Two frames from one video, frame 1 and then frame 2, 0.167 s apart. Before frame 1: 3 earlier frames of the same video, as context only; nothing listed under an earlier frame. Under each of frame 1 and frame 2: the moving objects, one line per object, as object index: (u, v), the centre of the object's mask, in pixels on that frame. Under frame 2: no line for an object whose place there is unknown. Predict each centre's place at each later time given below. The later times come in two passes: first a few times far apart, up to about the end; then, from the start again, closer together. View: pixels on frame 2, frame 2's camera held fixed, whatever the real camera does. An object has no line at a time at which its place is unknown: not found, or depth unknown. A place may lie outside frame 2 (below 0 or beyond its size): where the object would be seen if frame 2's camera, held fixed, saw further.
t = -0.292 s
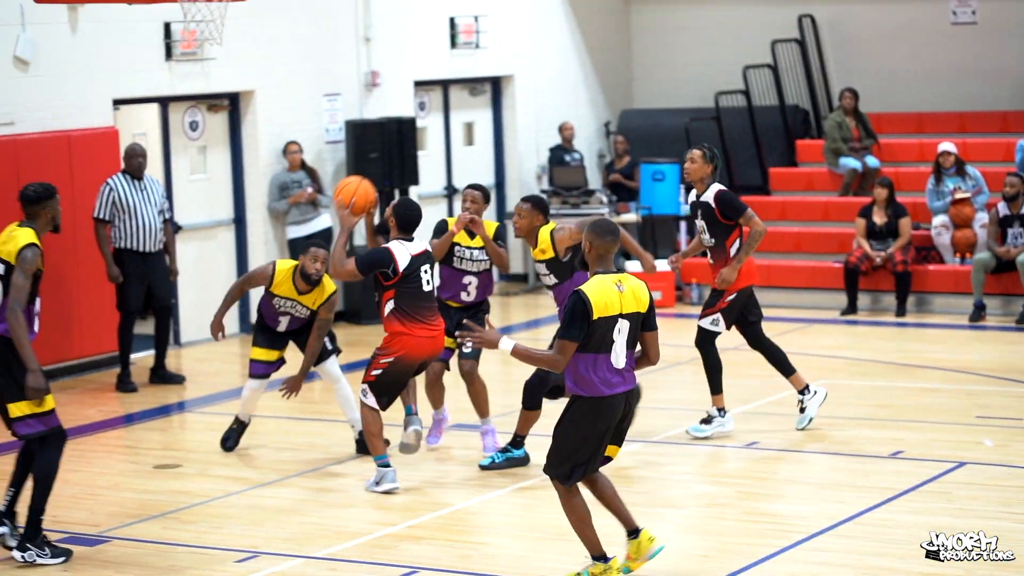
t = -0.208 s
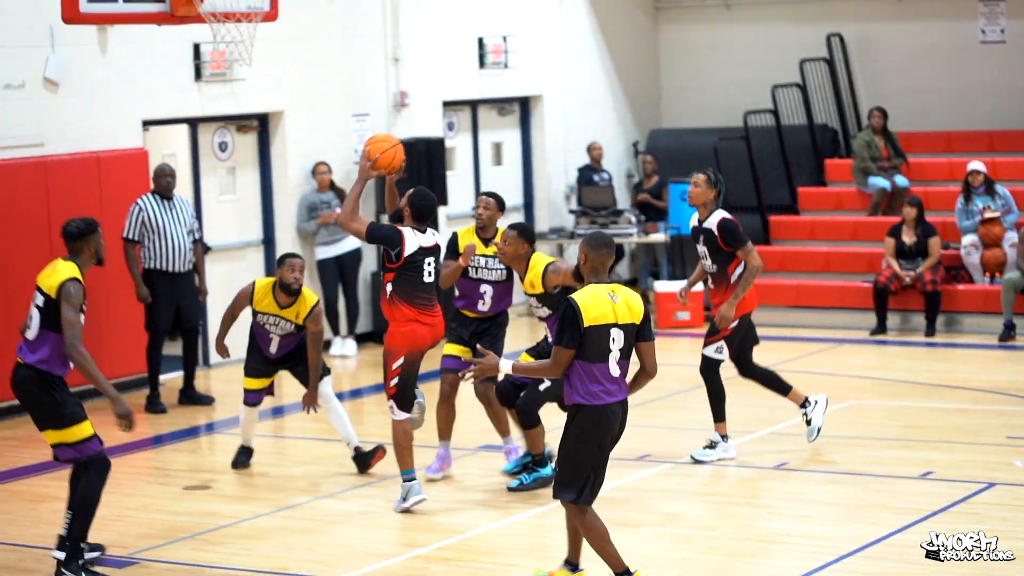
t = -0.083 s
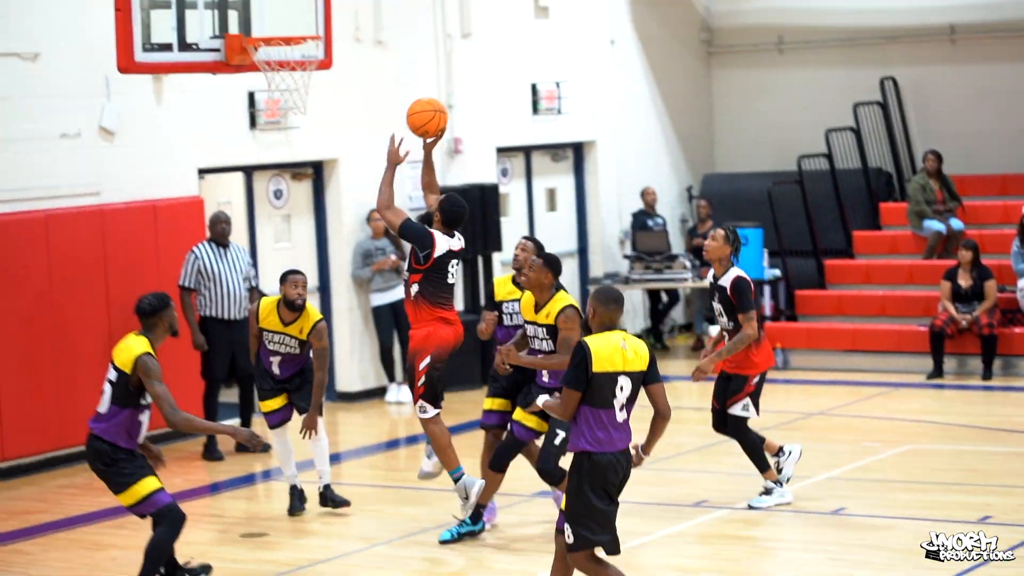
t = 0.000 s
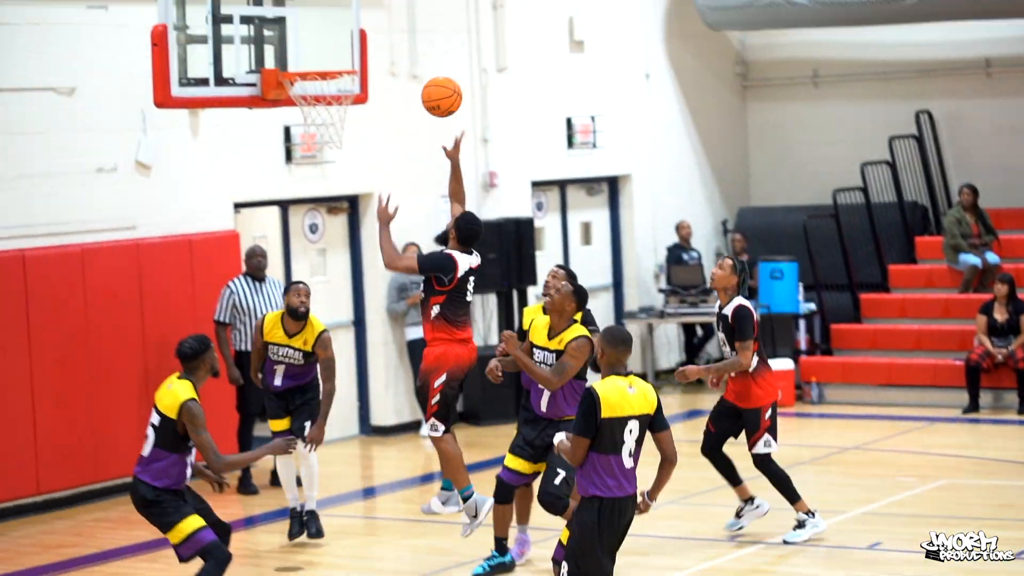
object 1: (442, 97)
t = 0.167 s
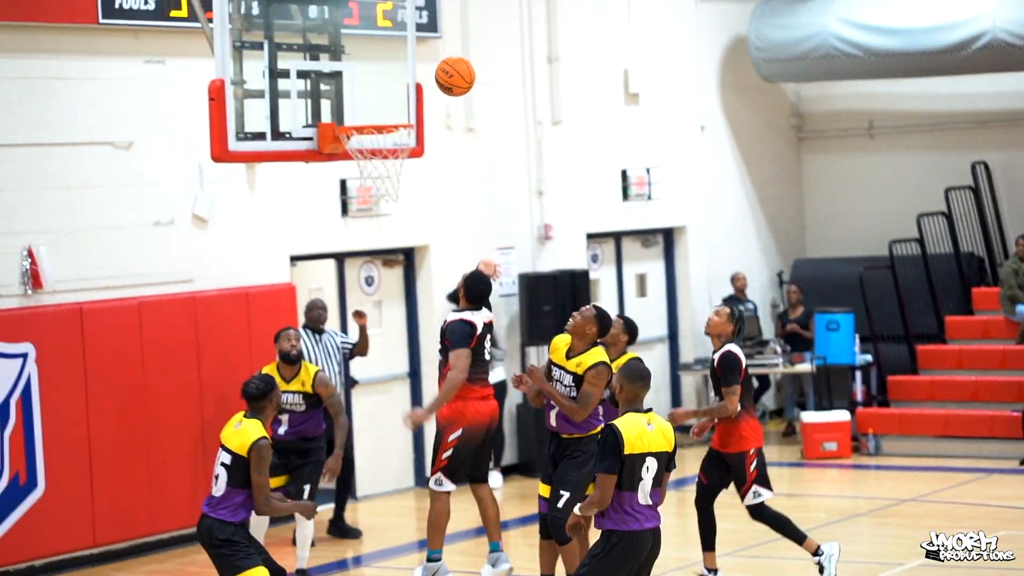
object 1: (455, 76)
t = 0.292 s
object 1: (427, 52)
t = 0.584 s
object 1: (367, 96)
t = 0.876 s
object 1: (372, 53)
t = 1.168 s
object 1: (391, 105)
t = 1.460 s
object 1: (383, 110)
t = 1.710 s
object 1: (370, 178)
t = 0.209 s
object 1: (445, 66)
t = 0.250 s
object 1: (436, 57)
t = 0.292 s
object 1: (427, 52)
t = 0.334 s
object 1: (417, 50)
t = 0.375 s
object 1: (408, 51)
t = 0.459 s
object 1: (391, 61)
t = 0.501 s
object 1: (383, 69)
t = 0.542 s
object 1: (375, 82)
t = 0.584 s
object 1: (367, 96)
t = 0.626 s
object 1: (361, 109)
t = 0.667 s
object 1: (362, 94)
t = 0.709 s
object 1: (364, 80)
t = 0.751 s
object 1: (366, 69)
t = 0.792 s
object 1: (367, 61)
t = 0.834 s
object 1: (369, 55)
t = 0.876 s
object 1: (372, 53)
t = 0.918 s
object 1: (374, 53)
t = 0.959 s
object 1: (377, 56)
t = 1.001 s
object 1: (380, 61)
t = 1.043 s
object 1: (383, 70)
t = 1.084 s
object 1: (386, 81)
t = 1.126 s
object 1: (389, 96)
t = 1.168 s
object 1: (391, 105)
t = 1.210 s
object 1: (389, 99)
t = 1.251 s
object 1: (388, 95)
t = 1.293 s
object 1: (387, 95)
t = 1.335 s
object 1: (386, 97)
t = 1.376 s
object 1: (385, 102)
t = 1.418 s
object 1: (385, 108)
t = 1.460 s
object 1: (383, 110)
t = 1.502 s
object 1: (380, 115)
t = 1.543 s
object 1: (378, 124)
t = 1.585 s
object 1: (376, 135)
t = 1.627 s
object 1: (374, 146)
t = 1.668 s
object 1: (371, 161)
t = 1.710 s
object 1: (370, 178)
